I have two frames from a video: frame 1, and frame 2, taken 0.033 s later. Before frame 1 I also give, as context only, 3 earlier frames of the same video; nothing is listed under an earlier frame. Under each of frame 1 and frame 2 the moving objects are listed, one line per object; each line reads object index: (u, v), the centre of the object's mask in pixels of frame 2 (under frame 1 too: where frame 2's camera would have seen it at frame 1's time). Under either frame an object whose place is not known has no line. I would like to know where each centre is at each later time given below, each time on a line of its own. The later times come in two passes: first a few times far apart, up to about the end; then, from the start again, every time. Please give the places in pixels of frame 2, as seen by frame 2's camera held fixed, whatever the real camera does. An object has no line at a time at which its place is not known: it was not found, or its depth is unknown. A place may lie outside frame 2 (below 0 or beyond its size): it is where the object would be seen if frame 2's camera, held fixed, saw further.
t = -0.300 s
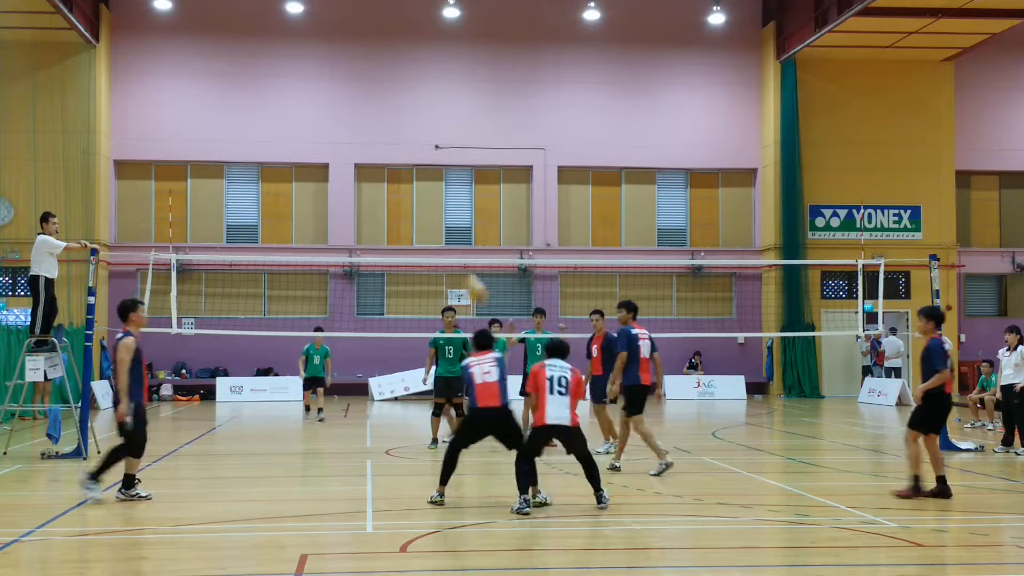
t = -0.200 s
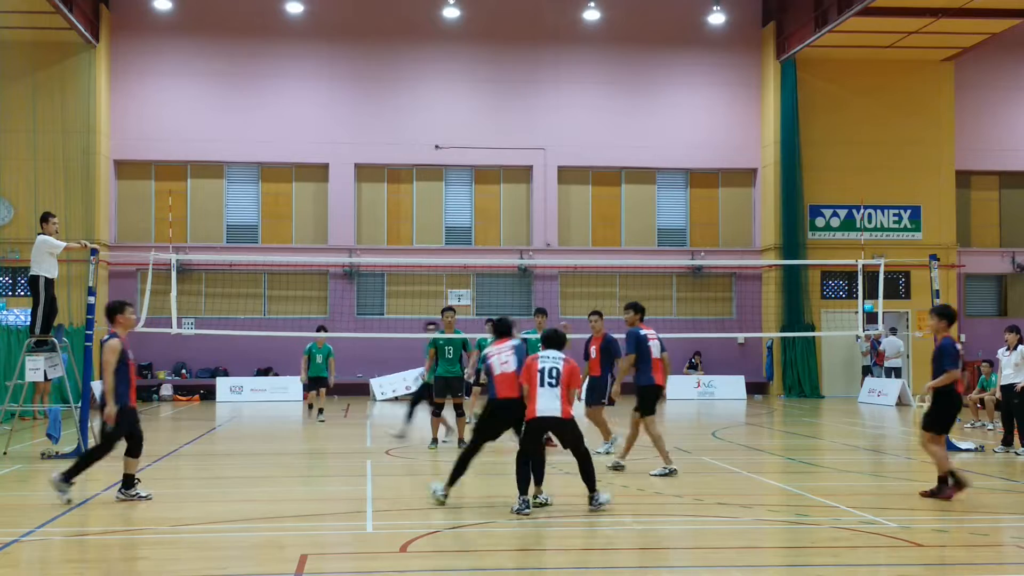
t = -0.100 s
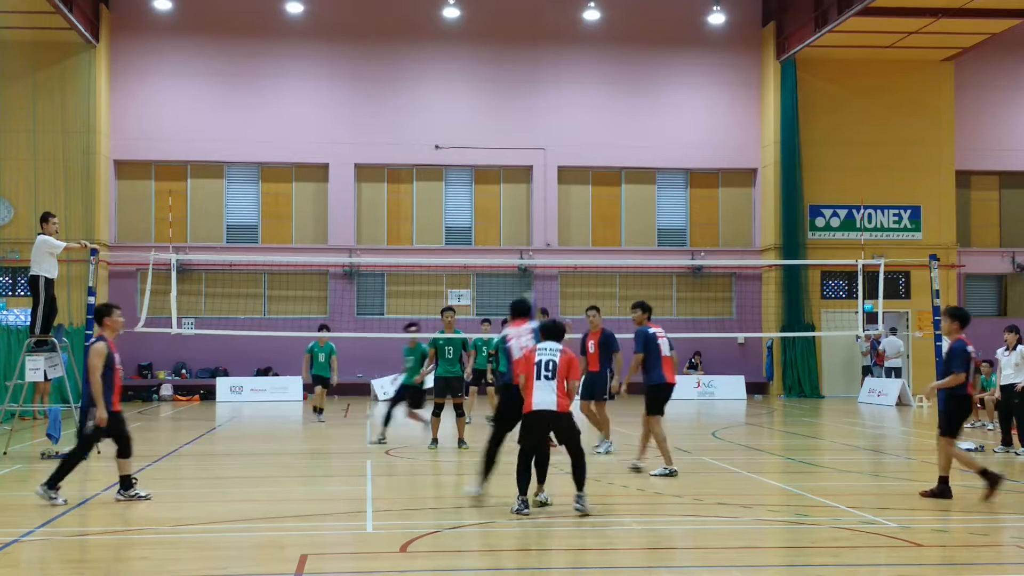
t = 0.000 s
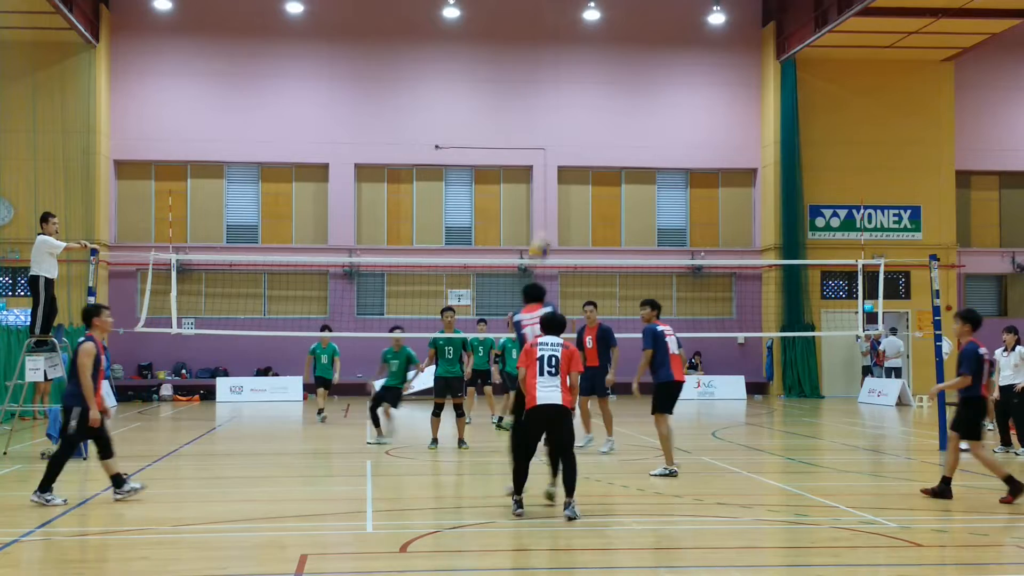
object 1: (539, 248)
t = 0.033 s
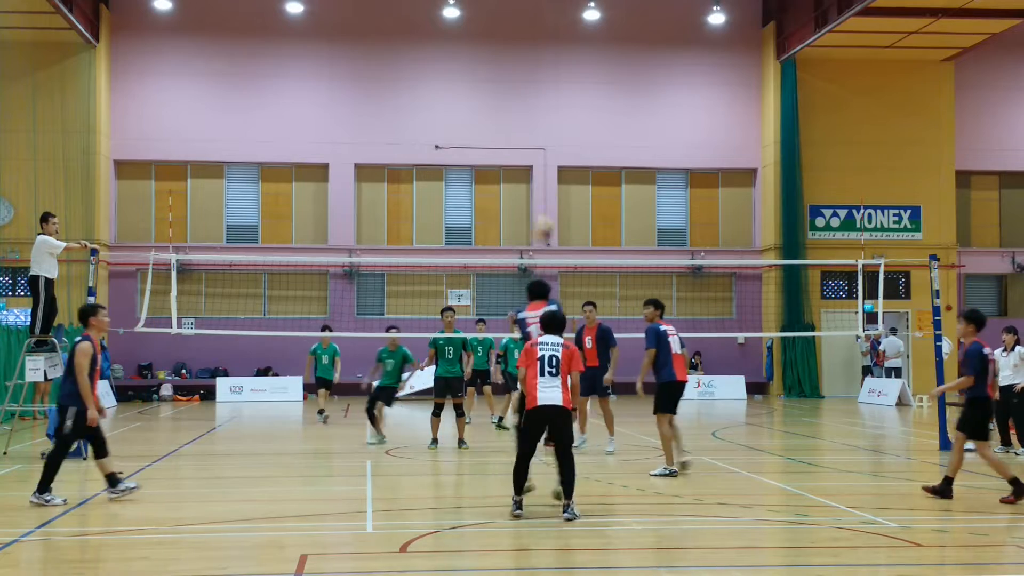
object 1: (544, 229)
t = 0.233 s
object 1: (560, 152)
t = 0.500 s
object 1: (581, 117)
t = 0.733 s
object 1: (596, 138)
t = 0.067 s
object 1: (545, 214)
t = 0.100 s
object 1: (548, 198)
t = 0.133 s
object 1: (551, 184)
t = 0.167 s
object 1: (554, 174)
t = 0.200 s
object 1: (557, 161)
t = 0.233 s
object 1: (560, 152)
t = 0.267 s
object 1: (563, 144)
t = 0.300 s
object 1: (566, 137)
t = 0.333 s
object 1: (568, 131)
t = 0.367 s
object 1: (571, 127)
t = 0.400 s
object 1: (574, 123)
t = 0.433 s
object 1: (576, 120)
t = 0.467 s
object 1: (578, 118)
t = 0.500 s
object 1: (581, 117)
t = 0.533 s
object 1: (583, 117)
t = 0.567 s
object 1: (585, 119)
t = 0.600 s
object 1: (588, 120)
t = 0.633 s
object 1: (590, 123)
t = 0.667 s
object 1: (592, 128)
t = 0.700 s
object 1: (594, 133)
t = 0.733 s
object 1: (596, 138)
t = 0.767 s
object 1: (598, 145)
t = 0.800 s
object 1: (601, 153)
